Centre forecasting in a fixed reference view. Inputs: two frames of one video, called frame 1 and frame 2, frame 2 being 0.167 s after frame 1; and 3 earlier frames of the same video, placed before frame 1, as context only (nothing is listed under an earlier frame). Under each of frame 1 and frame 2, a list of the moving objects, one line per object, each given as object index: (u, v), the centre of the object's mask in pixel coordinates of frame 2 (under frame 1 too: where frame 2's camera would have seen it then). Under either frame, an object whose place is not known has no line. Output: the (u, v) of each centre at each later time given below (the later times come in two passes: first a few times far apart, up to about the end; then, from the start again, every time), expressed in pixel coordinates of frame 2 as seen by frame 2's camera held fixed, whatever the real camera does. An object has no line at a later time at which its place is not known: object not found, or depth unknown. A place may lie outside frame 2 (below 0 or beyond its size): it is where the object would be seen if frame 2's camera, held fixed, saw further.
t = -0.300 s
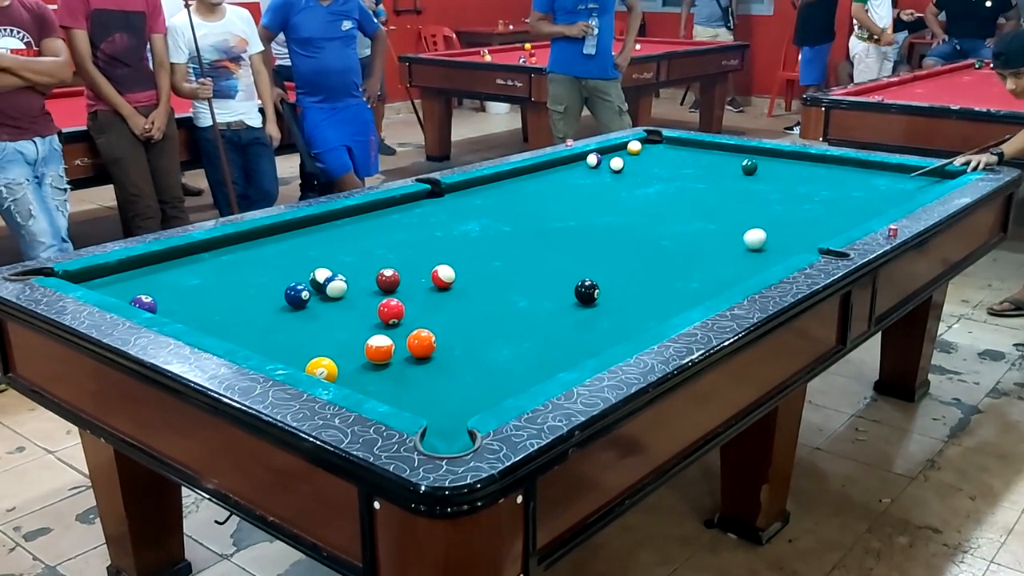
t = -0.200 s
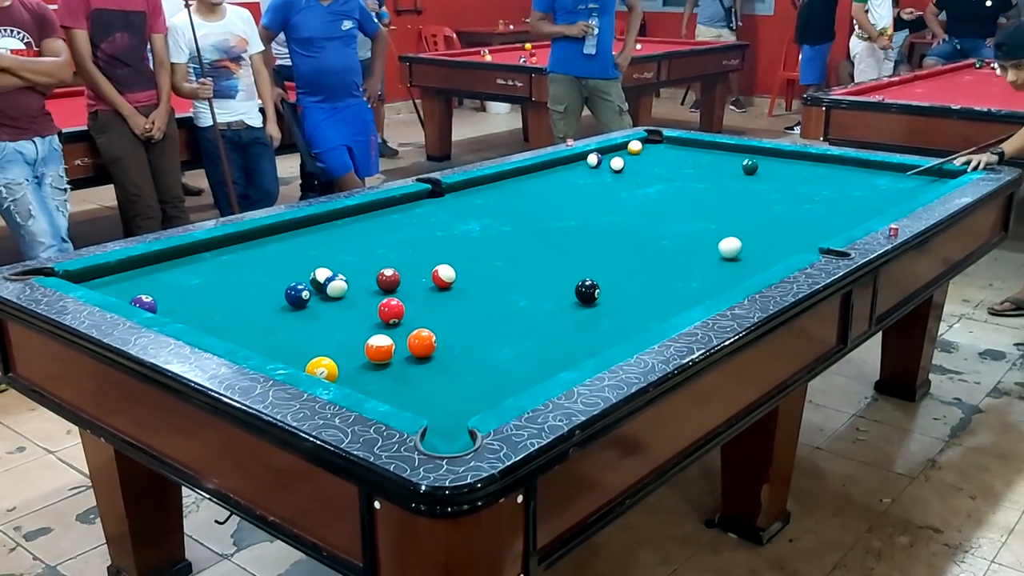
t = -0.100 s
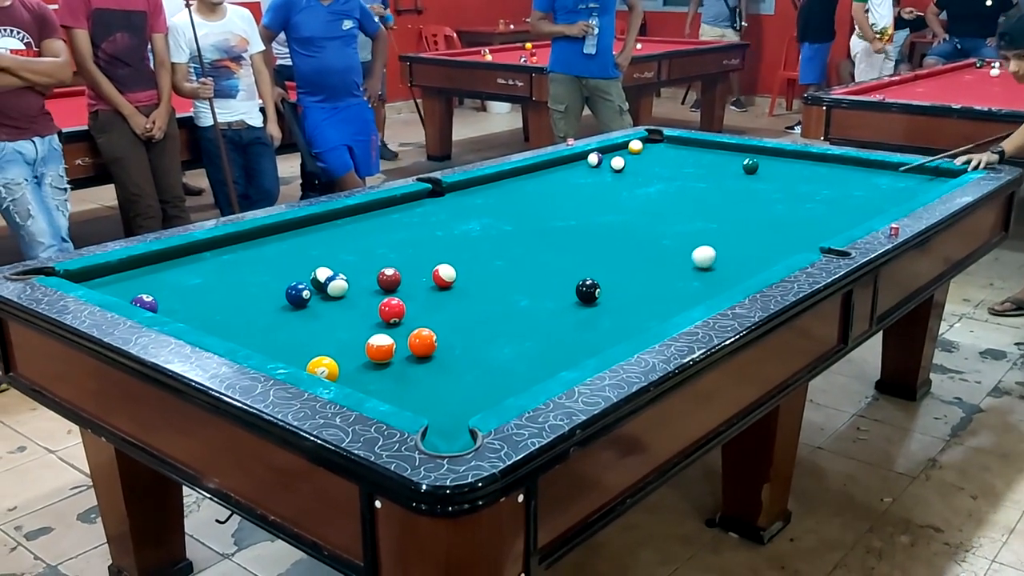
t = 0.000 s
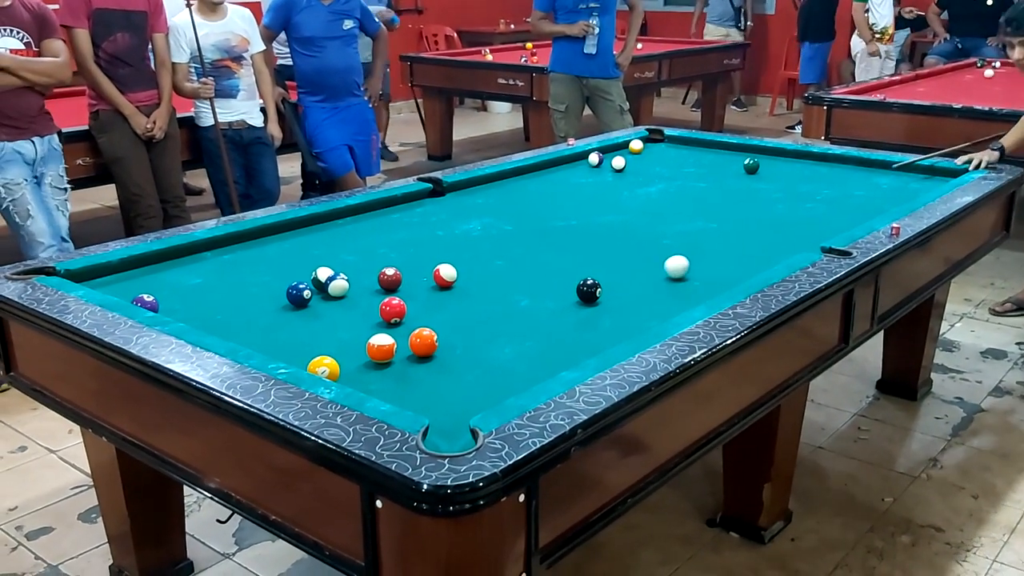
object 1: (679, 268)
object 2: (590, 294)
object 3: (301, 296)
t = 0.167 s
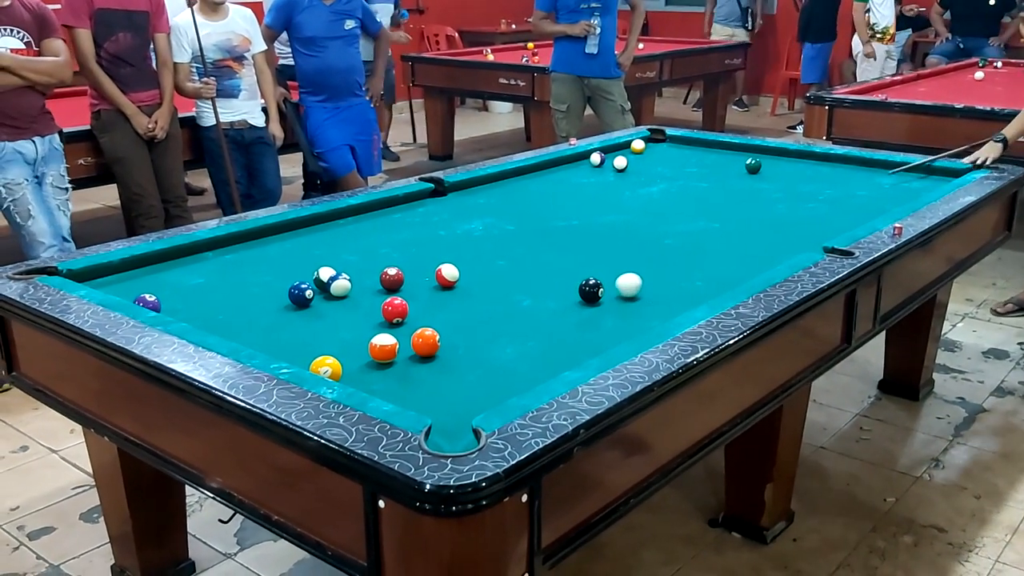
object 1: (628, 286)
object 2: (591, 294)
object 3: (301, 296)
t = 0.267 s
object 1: (616, 297)
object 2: (572, 294)
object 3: (301, 296)
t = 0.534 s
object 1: (604, 328)
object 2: (511, 296)
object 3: (301, 296)
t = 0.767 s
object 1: (588, 353)
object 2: (462, 298)
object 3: (301, 296)
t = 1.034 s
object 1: (534, 369)
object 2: (412, 295)
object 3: (301, 296)
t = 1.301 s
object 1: (481, 380)
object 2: (363, 298)
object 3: (301, 296)
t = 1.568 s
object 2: (319, 299)
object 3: (299, 296)
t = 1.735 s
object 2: (302, 303)
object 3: (293, 289)
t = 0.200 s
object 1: (618, 290)
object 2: (590, 294)
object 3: (301, 296)
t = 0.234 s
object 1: (617, 293)
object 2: (581, 294)
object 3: (301, 296)
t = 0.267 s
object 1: (616, 297)
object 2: (572, 294)
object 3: (301, 296)
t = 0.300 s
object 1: (615, 301)
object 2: (564, 293)
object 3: (301, 296)
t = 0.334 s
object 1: (613, 304)
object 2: (556, 294)
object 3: (301, 296)
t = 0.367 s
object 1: (612, 308)
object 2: (548, 295)
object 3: (301, 296)
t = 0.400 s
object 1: (610, 312)
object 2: (541, 295)
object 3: (301, 296)
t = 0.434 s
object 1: (609, 316)
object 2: (533, 295)
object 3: (301, 296)
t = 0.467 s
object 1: (607, 320)
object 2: (526, 295)
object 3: (301, 296)
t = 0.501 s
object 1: (605, 324)
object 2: (519, 296)
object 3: (301, 296)
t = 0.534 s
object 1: (604, 328)
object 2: (511, 296)
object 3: (301, 296)
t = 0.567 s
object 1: (602, 332)
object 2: (504, 297)
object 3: (301, 296)
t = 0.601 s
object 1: (600, 336)
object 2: (497, 296)
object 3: (301, 296)
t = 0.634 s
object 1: (598, 340)
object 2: (490, 296)
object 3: (301, 296)
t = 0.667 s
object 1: (596, 343)
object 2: (483, 295)
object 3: (301, 296)
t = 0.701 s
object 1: (594, 346)
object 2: (476, 296)
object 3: (301, 296)
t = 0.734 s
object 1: (592, 349)
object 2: (469, 297)
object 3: (301, 296)
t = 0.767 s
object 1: (588, 353)
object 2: (462, 298)
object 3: (301, 296)
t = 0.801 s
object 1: (582, 355)
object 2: (456, 298)
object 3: (301, 296)
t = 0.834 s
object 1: (575, 357)
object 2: (449, 298)
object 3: (301, 296)
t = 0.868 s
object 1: (568, 359)
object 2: (442, 295)
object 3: (301, 296)
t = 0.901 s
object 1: (561, 361)
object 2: (436, 296)
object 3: (301, 296)
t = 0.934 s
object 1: (554, 364)
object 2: (429, 298)
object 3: (301, 296)
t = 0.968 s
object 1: (548, 365)
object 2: (423, 299)
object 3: (301, 296)
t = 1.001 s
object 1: (541, 367)
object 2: (417, 299)
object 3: (301, 296)
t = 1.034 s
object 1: (534, 369)
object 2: (412, 295)
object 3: (301, 296)
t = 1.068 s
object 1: (527, 371)
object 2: (406, 294)
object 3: (301, 296)
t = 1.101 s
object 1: (521, 372)
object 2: (400, 293)
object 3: (301, 296)
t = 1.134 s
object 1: (514, 374)
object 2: (392, 293)
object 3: (301, 296)
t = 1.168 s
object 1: (507, 375)
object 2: (380, 297)
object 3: (301, 296)
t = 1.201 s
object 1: (500, 377)
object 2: (376, 300)
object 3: (301, 296)
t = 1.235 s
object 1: (494, 378)
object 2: (374, 297)
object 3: (301, 296)
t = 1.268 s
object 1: (487, 379)
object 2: (369, 298)
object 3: (301, 296)
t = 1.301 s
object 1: (481, 380)
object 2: (363, 298)
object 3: (301, 296)
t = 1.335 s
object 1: (474, 382)
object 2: (358, 299)
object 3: (301, 296)
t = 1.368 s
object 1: (467, 383)
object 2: (352, 299)
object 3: (301, 296)
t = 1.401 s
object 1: (461, 385)
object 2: (347, 299)
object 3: (301, 296)
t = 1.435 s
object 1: (455, 386)
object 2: (342, 300)
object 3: (301, 296)
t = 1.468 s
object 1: (448, 388)
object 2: (336, 300)
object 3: (301, 296)
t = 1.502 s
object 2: (330, 300)
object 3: (301, 296)
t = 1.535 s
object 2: (325, 300)
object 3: (301, 296)
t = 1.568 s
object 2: (319, 299)
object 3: (299, 296)
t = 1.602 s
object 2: (316, 300)
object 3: (297, 296)
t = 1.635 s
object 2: (312, 303)
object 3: (293, 294)
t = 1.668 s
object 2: (310, 302)
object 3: (292, 293)
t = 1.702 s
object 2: (306, 302)
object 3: (293, 290)
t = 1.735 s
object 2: (302, 303)
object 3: (293, 289)
